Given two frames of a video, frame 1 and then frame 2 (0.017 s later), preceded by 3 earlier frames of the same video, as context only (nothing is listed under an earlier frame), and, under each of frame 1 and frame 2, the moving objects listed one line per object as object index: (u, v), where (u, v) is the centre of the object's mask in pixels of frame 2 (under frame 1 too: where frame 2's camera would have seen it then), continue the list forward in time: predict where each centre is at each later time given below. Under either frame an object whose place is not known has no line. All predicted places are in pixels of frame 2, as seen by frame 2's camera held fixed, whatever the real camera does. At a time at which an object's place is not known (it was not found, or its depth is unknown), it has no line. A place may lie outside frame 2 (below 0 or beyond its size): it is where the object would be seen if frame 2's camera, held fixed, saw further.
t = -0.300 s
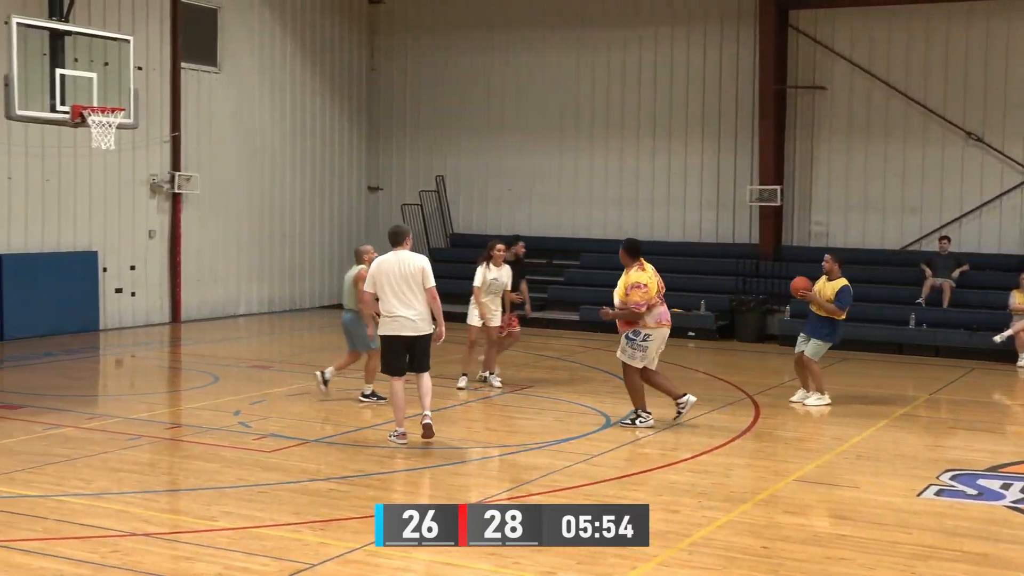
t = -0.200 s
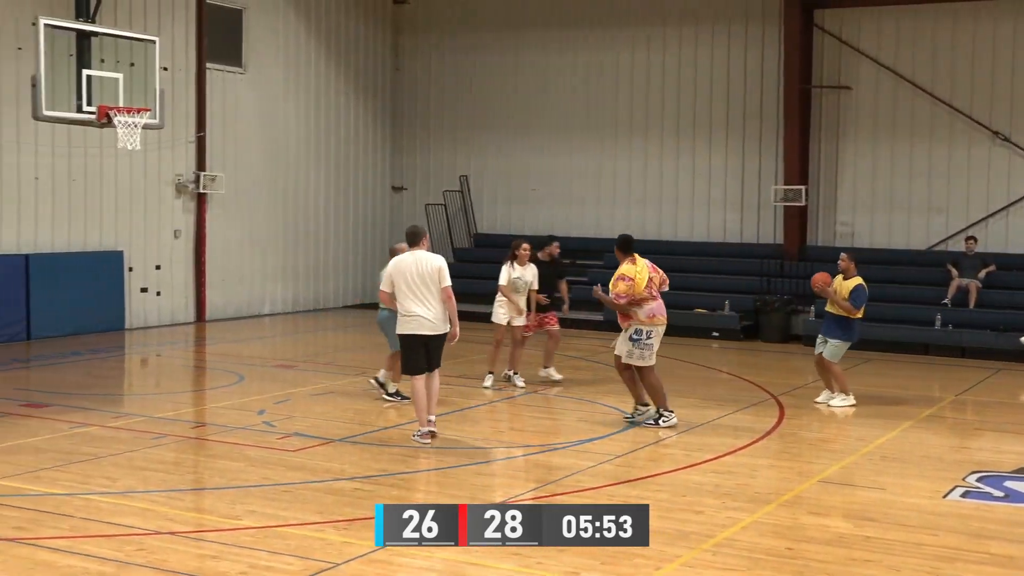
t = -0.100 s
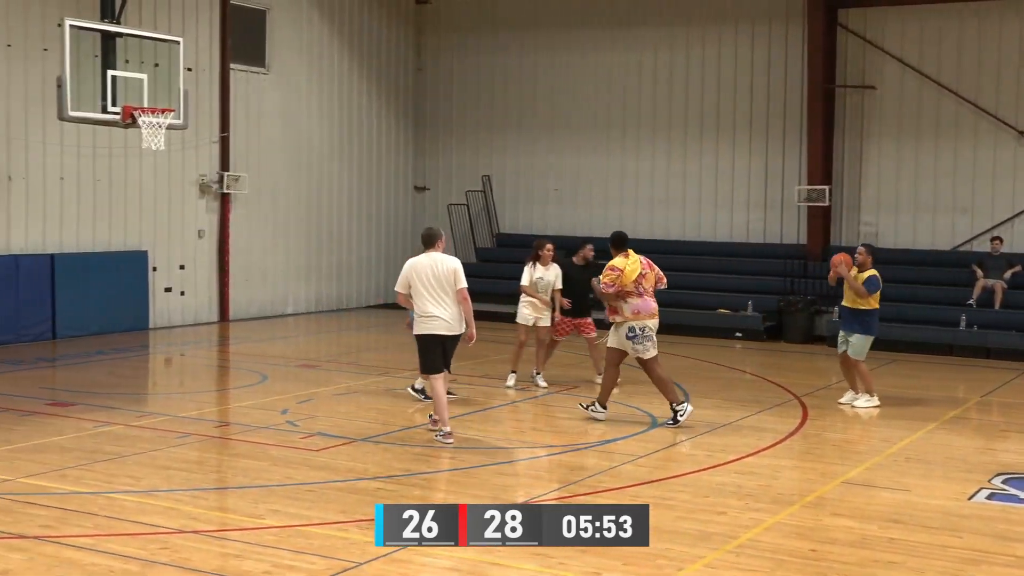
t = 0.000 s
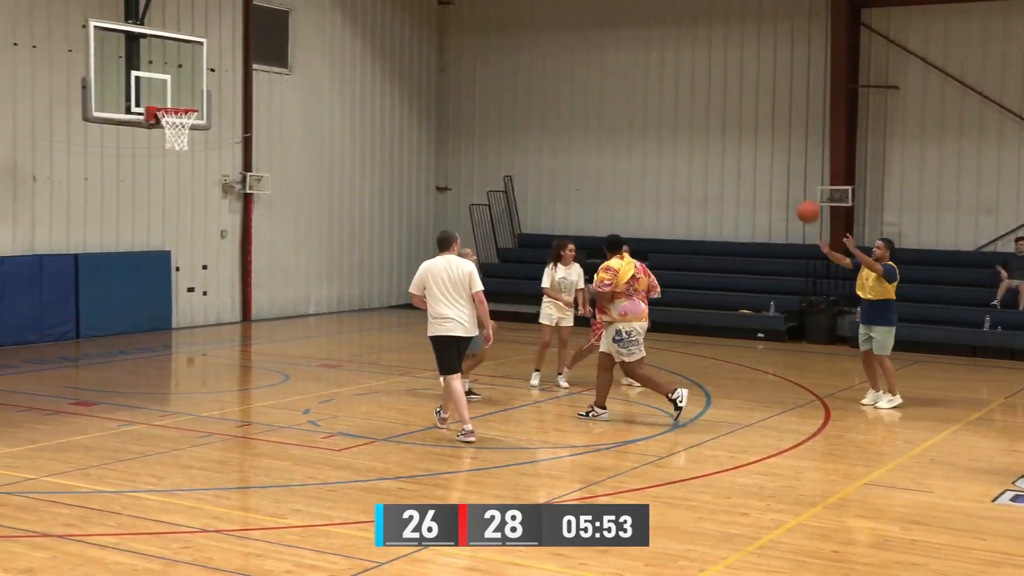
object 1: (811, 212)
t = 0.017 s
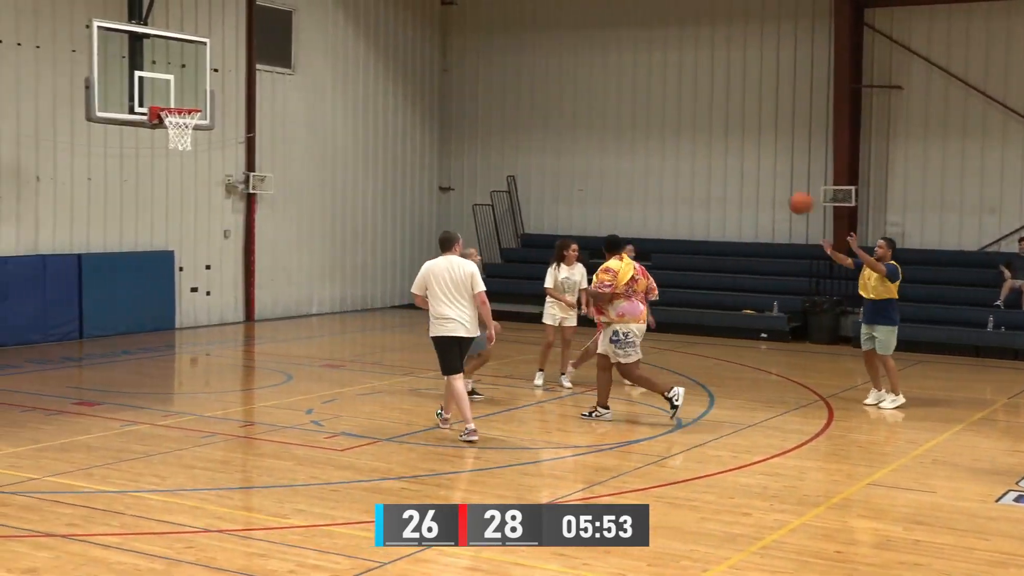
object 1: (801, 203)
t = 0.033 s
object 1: (789, 194)
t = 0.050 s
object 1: (779, 186)
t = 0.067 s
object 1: (767, 177)
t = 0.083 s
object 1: (756, 169)
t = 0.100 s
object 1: (744, 161)
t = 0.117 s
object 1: (733, 154)
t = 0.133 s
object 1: (720, 146)
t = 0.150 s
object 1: (710, 138)
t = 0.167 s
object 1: (699, 131)
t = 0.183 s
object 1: (687, 124)
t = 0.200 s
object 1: (675, 118)
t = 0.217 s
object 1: (663, 111)
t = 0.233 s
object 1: (651, 105)
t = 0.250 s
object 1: (639, 100)
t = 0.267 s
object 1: (627, 95)
